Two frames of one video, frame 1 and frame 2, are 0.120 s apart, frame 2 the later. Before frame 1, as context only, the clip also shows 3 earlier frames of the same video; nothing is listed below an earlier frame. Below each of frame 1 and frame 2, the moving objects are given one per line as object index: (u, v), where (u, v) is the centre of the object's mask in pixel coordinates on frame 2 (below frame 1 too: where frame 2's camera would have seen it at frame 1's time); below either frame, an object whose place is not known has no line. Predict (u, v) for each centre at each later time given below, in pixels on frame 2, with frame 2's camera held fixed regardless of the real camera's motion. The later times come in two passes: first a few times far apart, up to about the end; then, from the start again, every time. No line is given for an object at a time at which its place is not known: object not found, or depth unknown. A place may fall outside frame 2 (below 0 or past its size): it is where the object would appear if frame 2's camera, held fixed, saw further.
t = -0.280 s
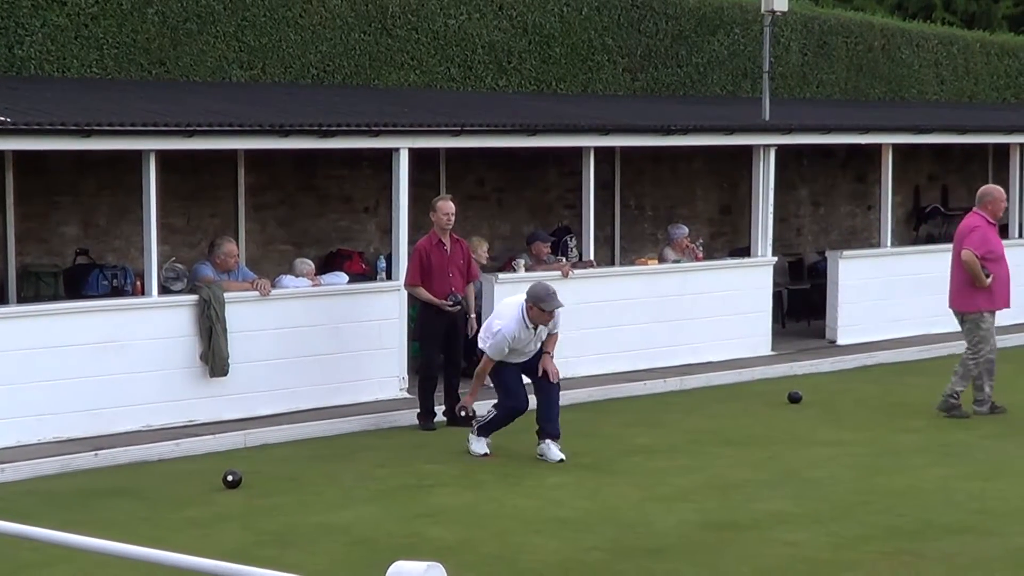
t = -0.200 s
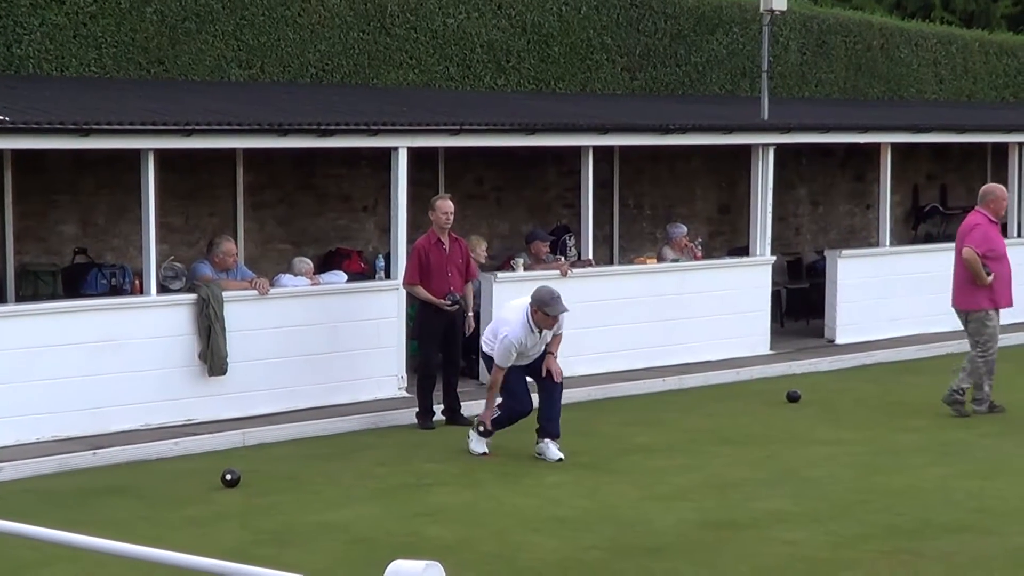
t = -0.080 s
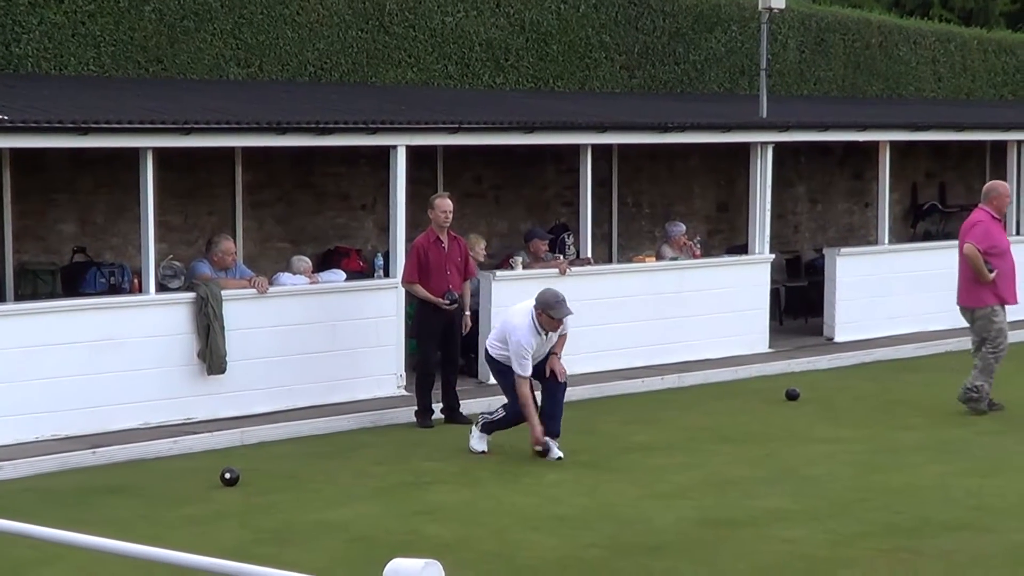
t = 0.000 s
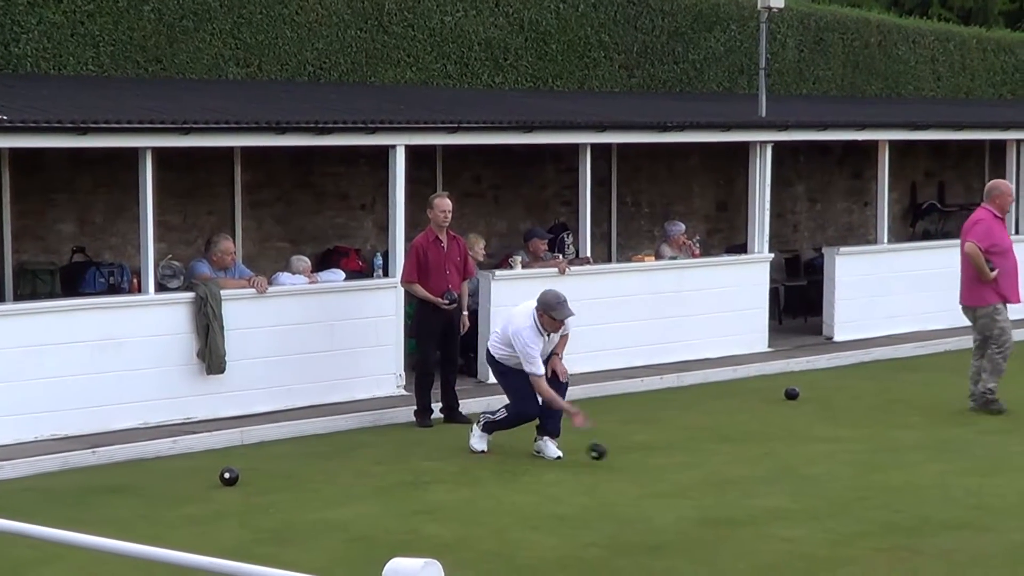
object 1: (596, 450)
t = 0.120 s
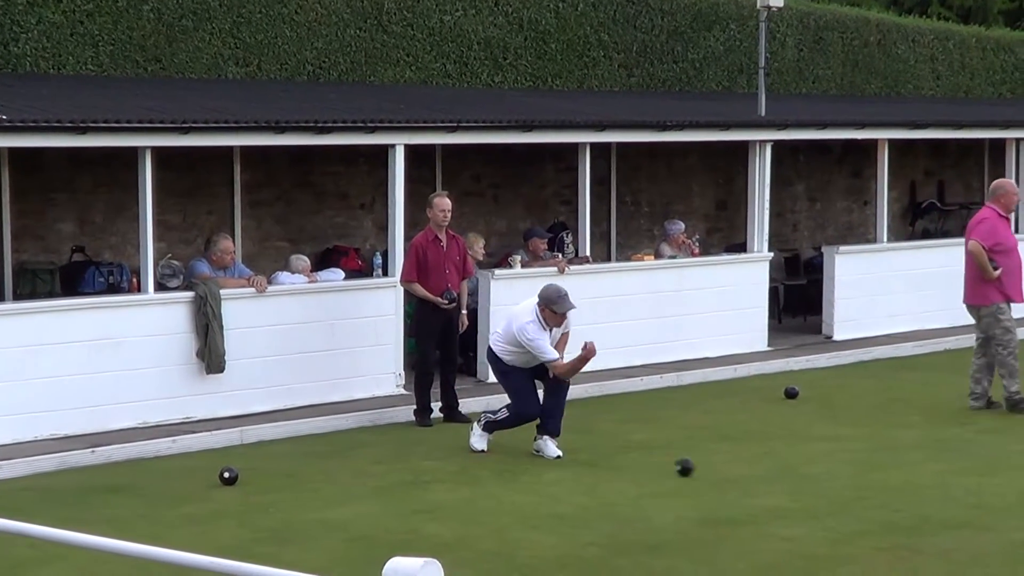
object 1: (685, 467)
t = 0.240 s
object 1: (767, 472)
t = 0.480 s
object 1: (922, 491)
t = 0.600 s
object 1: (1001, 502)
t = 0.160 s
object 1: (710, 466)
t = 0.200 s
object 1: (739, 468)
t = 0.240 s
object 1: (767, 472)
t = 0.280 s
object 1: (795, 479)
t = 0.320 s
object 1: (820, 480)
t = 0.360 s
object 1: (846, 481)
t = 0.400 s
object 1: (871, 486)
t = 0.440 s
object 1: (897, 490)
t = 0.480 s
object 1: (922, 491)
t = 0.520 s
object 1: (948, 496)
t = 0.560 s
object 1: (975, 498)
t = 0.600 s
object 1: (1001, 502)
